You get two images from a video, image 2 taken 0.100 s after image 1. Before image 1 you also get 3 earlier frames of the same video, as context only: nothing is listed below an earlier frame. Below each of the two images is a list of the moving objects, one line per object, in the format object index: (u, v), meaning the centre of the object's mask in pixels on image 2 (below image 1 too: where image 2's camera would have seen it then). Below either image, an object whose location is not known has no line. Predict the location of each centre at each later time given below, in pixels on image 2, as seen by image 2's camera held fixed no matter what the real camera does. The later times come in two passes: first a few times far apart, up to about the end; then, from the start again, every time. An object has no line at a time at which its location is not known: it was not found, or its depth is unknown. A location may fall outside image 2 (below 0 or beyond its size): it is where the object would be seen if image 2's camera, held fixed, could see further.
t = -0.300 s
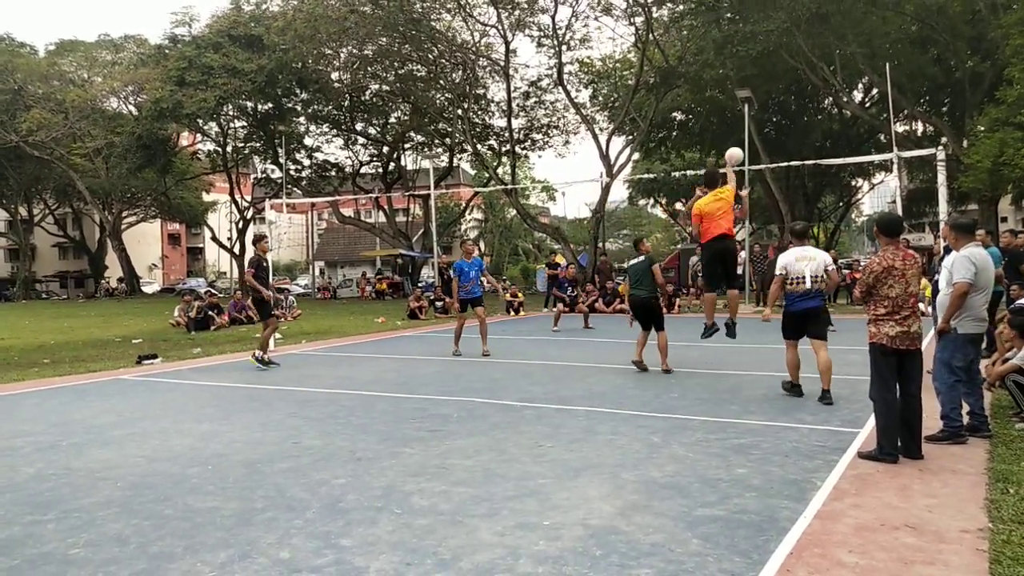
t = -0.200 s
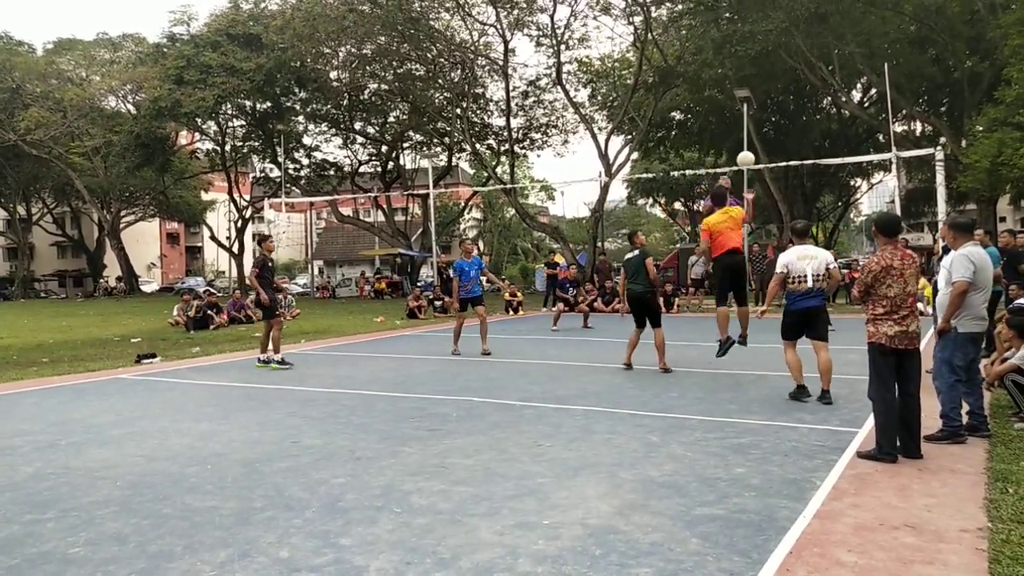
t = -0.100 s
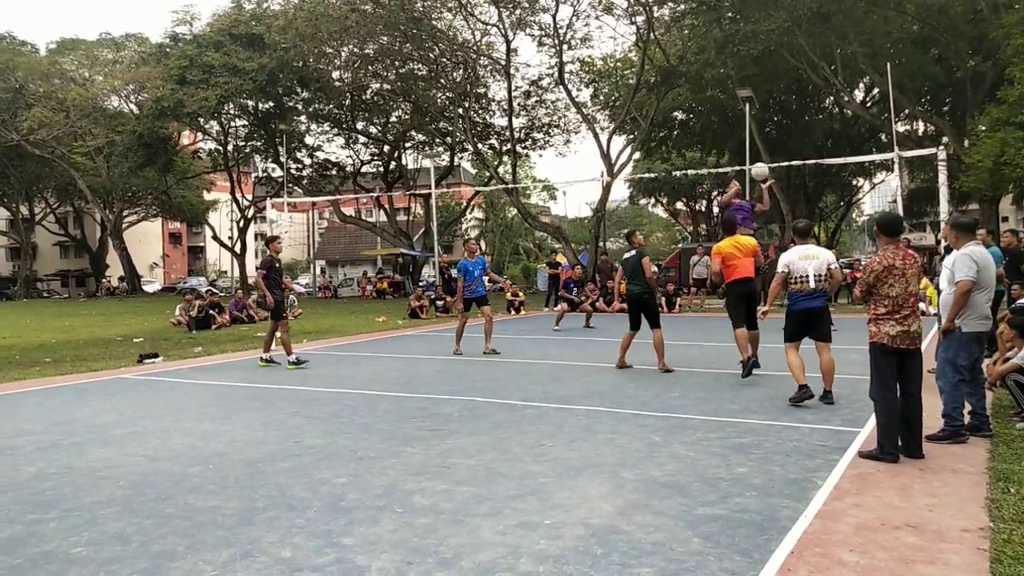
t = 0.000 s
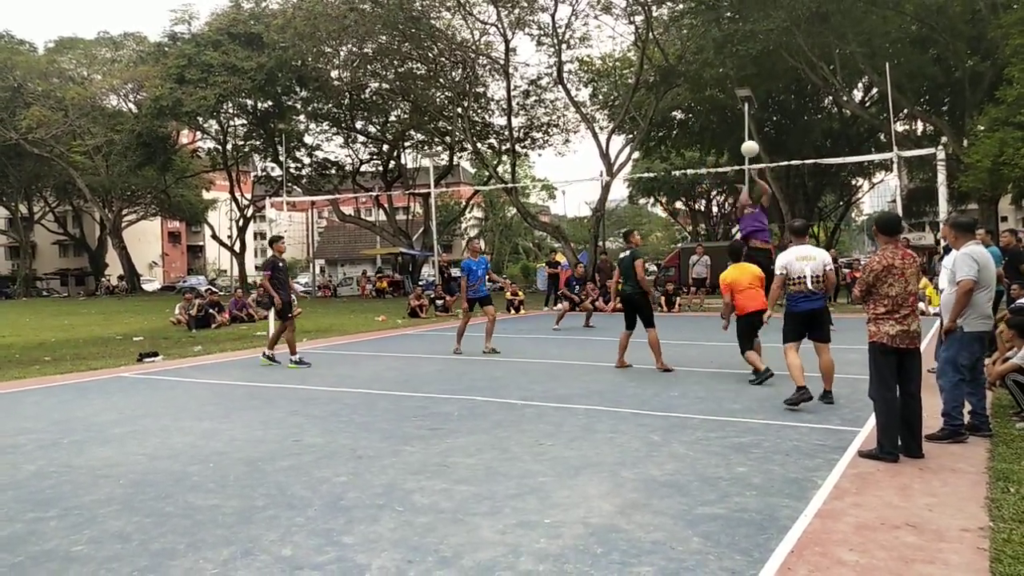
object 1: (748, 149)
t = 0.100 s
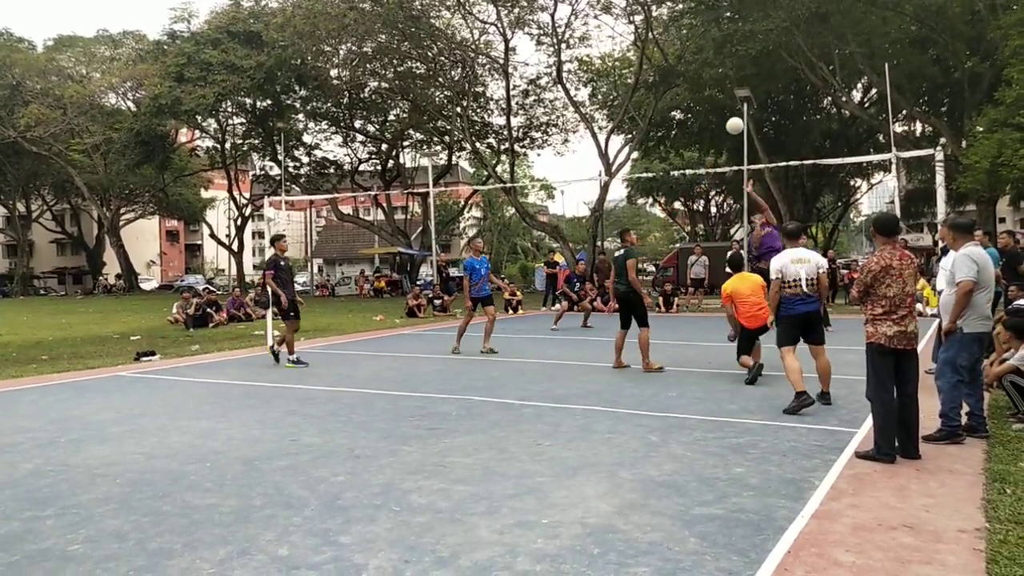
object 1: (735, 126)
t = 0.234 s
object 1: (717, 107)
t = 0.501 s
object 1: (682, 111)
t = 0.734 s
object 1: (655, 157)
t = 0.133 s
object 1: (730, 119)
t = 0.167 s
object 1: (726, 114)
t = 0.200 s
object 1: (721, 110)
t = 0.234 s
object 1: (717, 107)
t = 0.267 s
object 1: (712, 104)
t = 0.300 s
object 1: (708, 103)
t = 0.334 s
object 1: (704, 102)
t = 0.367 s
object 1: (699, 102)
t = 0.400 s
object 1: (695, 103)
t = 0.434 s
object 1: (691, 104)
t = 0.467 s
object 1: (686, 107)
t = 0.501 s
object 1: (682, 111)
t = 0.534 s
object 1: (679, 115)
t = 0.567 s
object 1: (675, 120)
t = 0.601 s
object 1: (670, 126)
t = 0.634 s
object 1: (667, 133)
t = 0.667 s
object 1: (663, 140)
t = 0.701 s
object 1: (659, 148)
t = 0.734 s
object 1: (655, 157)
